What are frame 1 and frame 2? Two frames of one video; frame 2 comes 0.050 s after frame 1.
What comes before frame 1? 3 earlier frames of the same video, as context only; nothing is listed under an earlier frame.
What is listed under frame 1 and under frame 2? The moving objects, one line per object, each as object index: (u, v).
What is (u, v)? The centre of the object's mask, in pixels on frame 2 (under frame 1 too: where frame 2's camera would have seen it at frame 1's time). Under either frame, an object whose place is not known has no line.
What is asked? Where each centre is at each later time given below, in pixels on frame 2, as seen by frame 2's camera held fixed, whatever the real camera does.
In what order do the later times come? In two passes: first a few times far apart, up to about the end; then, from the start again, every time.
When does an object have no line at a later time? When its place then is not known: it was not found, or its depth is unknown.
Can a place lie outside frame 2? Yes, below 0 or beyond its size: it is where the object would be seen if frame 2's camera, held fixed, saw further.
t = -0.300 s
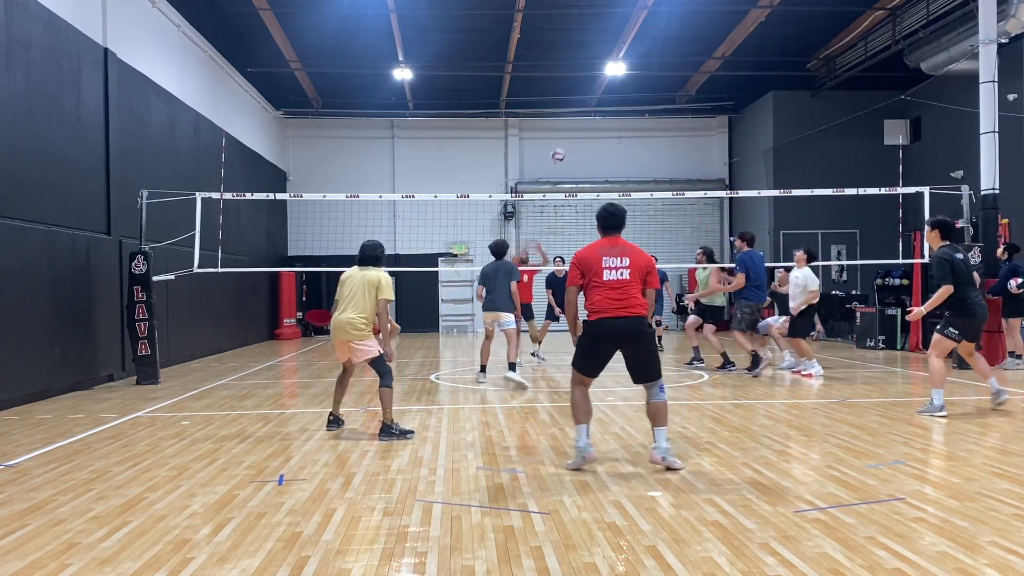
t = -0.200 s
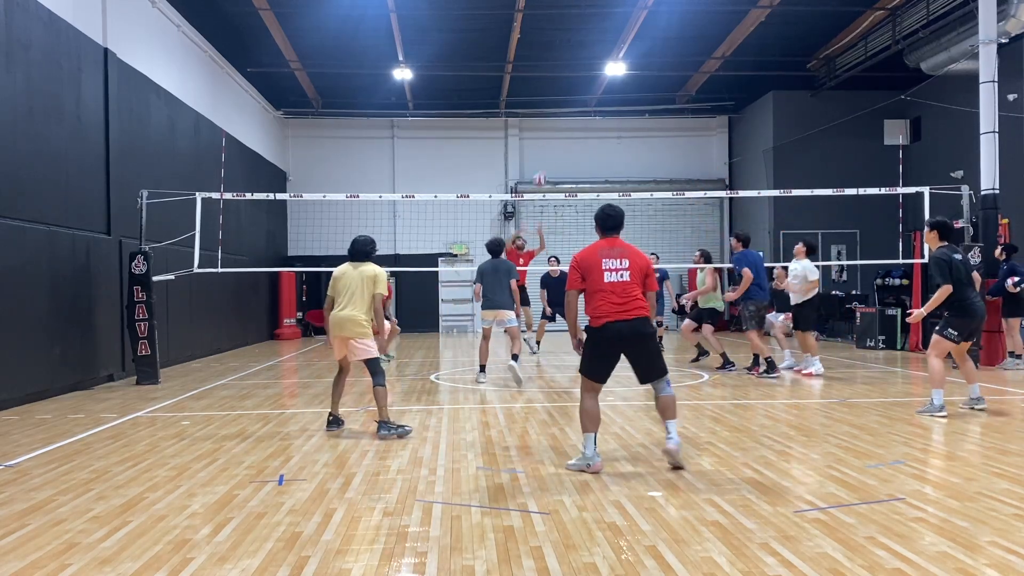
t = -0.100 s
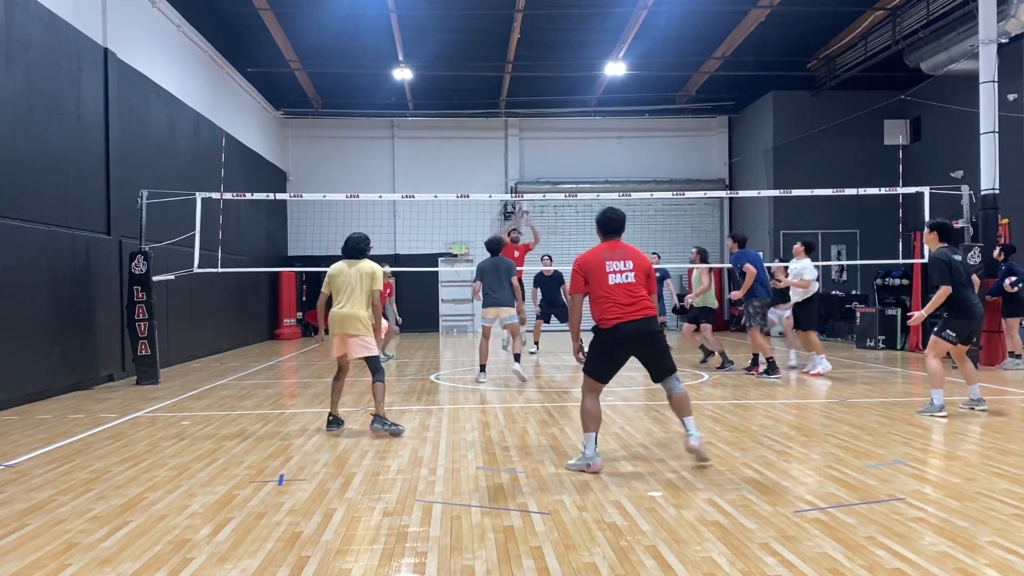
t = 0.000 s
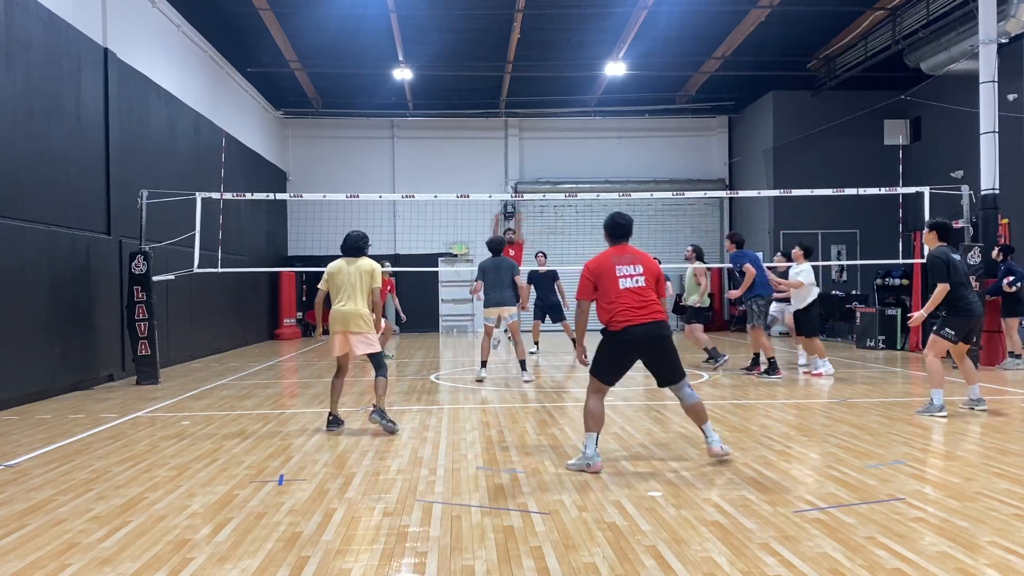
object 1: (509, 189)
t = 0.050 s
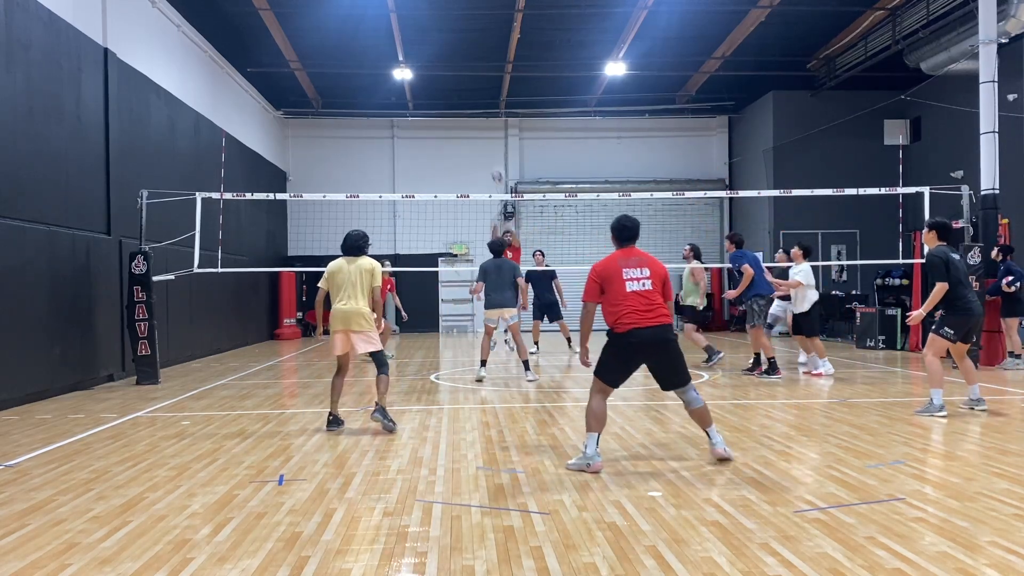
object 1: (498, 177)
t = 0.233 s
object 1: (465, 112)
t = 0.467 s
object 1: (416, 57)
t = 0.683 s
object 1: (356, 39)
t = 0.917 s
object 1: (271, 78)
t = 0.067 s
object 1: (496, 170)
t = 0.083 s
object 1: (494, 163)
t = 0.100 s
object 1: (490, 156)
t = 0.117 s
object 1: (487, 152)
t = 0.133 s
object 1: (484, 145)
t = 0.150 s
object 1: (481, 139)
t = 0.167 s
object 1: (478, 133)
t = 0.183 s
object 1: (476, 128)
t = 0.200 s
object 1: (472, 122)
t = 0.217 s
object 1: (469, 118)
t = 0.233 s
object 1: (465, 112)
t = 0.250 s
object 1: (463, 108)
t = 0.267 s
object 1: (460, 103)
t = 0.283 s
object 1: (456, 99)
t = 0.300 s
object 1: (453, 94)
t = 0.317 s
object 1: (449, 90)
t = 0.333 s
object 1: (446, 86)
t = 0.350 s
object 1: (442, 82)
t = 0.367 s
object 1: (439, 77)
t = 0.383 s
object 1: (435, 74)
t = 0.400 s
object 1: (432, 70)
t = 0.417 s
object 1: (428, 66)
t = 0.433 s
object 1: (424, 63)
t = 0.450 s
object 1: (420, 60)
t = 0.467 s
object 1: (416, 57)
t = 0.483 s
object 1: (412, 54)
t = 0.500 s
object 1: (407, 52)
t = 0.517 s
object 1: (403, 50)
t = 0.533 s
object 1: (399, 47)
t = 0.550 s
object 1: (394, 46)
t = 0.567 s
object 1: (390, 44)
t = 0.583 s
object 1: (385, 42)
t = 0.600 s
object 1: (380, 41)
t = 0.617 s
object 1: (376, 40)
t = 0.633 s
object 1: (371, 40)
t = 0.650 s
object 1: (366, 39)
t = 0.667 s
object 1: (361, 39)
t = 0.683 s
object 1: (356, 39)
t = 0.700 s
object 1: (350, 39)
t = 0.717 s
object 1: (345, 40)
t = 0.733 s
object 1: (339, 42)
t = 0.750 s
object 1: (333, 43)
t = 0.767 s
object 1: (328, 45)
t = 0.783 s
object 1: (322, 47)
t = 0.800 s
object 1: (316, 49)
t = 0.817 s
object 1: (310, 52)
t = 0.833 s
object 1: (304, 56)
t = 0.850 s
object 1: (298, 60)
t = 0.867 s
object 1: (291, 64)
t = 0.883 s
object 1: (284, 68)
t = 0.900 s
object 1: (278, 73)
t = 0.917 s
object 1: (271, 78)
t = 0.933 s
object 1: (264, 84)
